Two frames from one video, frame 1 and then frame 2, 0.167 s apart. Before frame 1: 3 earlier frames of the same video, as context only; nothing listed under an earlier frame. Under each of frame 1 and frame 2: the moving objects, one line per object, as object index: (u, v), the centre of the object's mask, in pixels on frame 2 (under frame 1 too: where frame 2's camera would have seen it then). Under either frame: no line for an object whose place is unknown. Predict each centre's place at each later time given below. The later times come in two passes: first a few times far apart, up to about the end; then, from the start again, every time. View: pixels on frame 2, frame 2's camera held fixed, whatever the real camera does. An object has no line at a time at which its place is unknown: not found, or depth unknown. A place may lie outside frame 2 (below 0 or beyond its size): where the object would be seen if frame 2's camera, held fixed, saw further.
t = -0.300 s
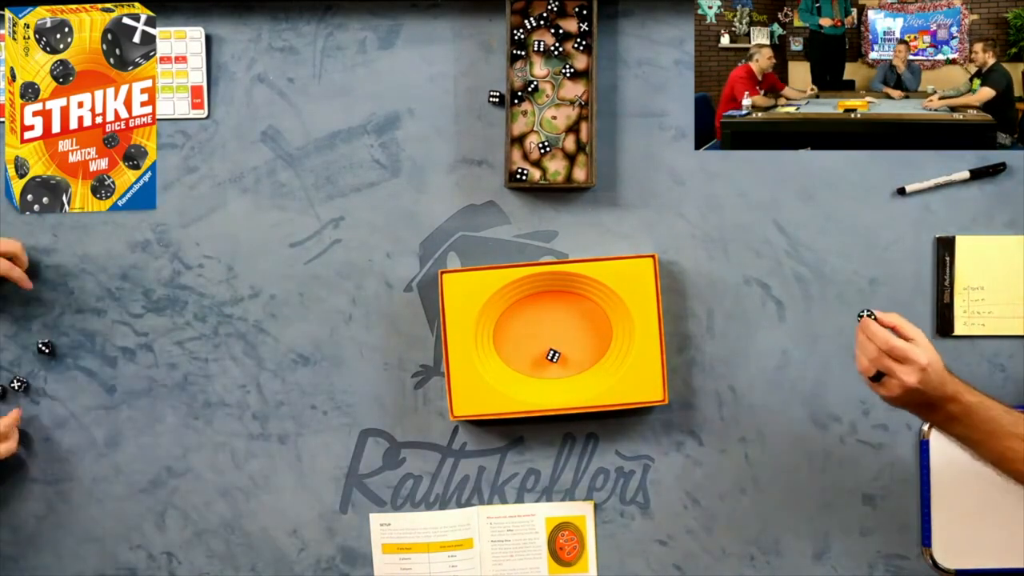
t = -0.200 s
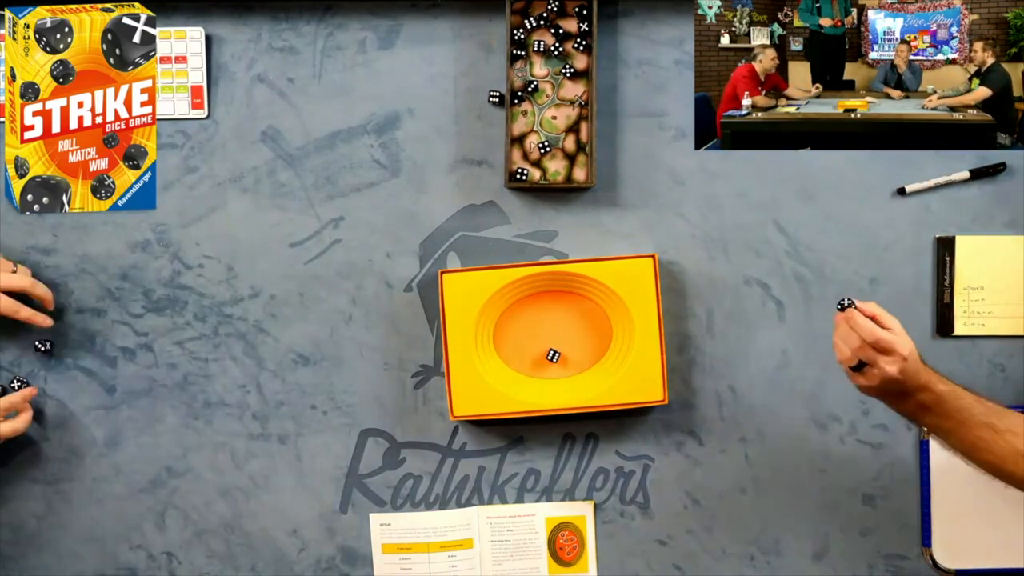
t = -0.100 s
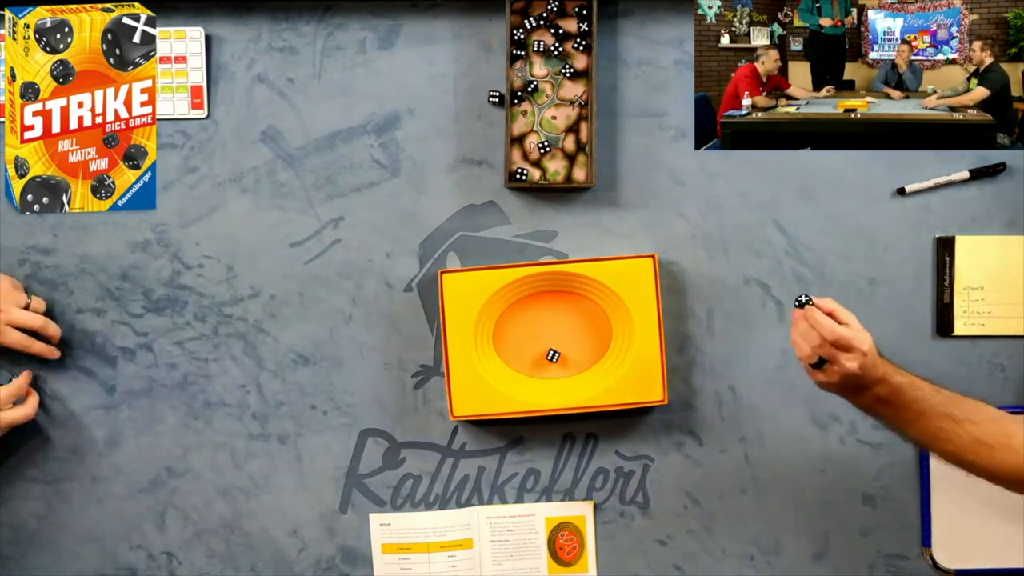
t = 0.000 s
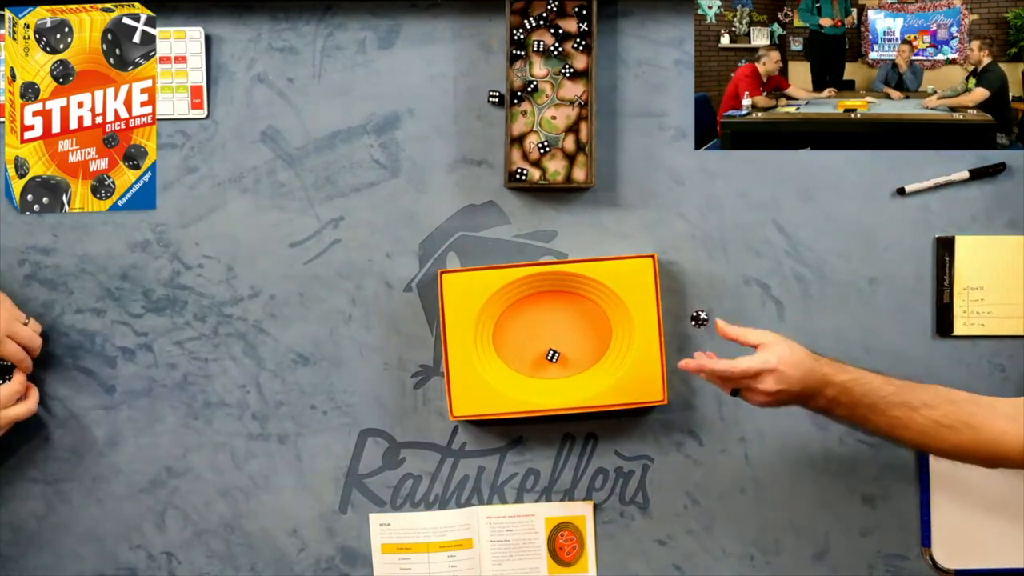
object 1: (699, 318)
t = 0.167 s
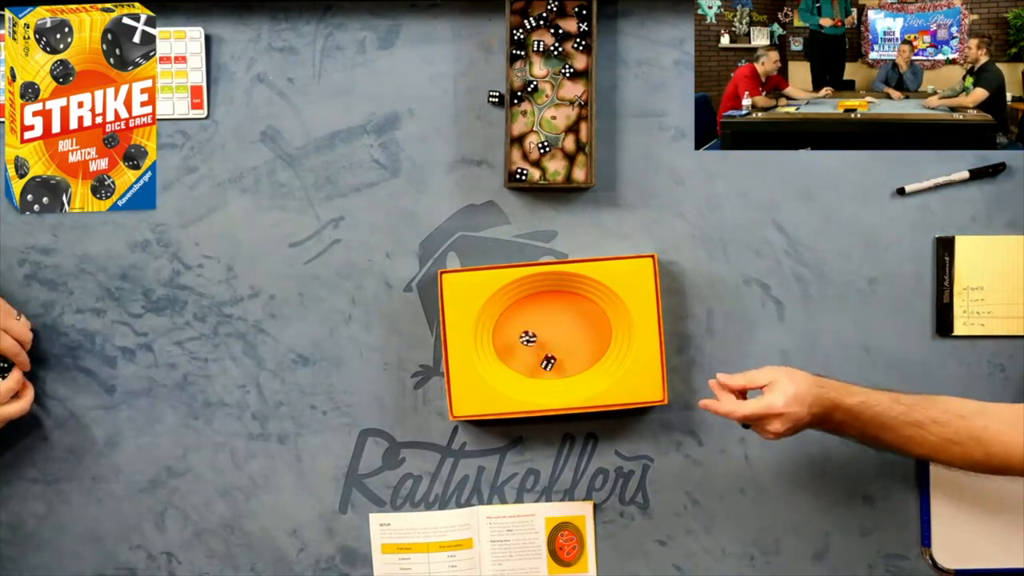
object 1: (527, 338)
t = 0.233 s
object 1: (495, 330)
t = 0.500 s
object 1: (540, 322)
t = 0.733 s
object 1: (573, 305)
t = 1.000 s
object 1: (562, 303)
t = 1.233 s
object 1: (562, 303)
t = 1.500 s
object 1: (562, 303)
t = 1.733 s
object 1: (562, 302)
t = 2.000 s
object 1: (563, 302)
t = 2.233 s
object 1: (562, 302)
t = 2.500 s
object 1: (562, 302)
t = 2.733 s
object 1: (562, 302)
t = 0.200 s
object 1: (501, 334)
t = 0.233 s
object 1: (495, 330)
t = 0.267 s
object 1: (496, 327)
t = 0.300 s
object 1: (496, 323)
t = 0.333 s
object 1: (498, 319)
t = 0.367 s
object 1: (498, 316)
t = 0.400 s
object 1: (509, 317)
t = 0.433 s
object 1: (520, 318)
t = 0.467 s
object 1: (531, 320)
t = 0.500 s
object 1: (540, 322)
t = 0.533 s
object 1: (548, 322)
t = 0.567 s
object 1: (555, 321)
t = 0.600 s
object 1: (560, 320)
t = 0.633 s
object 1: (566, 318)
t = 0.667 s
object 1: (569, 313)
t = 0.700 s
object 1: (571, 309)
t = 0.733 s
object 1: (573, 305)
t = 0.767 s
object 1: (573, 299)
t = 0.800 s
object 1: (572, 299)
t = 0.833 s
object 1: (569, 301)
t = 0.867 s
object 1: (565, 303)
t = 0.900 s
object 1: (562, 303)
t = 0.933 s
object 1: (562, 303)
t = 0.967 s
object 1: (562, 303)
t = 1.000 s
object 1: (562, 303)
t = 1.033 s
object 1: (562, 303)
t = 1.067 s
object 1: (562, 303)
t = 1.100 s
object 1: (562, 302)
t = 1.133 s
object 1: (562, 303)
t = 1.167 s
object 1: (562, 303)
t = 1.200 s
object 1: (562, 303)
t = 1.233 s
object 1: (562, 303)
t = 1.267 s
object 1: (562, 303)
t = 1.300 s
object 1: (562, 303)
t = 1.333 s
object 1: (562, 302)
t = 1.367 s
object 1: (562, 303)
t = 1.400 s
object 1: (562, 302)
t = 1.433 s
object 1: (562, 302)
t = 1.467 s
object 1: (562, 302)
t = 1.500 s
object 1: (562, 303)
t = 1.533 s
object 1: (562, 302)
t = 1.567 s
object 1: (562, 302)
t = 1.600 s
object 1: (562, 302)
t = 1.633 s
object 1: (562, 302)
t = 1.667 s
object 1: (562, 302)
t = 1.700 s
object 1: (562, 302)
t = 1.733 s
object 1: (562, 302)
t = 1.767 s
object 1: (563, 302)
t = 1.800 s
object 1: (562, 302)
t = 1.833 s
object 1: (562, 302)
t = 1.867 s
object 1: (563, 302)
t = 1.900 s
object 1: (563, 302)
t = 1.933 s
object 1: (562, 302)
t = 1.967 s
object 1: (562, 302)
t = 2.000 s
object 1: (563, 302)
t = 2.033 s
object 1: (562, 302)
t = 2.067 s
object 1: (563, 302)
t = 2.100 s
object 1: (562, 302)
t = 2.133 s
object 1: (562, 302)
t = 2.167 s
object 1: (563, 302)
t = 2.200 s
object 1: (563, 302)
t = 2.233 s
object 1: (562, 302)
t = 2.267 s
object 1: (563, 302)
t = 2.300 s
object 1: (563, 302)
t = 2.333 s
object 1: (563, 302)
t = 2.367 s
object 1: (562, 302)
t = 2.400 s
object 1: (563, 302)
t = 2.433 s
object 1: (562, 302)
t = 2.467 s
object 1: (563, 302)
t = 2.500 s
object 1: (562, 302)
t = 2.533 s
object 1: (563, 302)
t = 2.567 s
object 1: (562, 302)
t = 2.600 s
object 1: (562, 302)
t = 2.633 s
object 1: (562, 302)
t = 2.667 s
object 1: (562, 302)
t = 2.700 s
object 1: (562, 302)
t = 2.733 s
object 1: (562, 302)
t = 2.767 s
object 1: (562, 302)
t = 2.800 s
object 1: (562, 302)
